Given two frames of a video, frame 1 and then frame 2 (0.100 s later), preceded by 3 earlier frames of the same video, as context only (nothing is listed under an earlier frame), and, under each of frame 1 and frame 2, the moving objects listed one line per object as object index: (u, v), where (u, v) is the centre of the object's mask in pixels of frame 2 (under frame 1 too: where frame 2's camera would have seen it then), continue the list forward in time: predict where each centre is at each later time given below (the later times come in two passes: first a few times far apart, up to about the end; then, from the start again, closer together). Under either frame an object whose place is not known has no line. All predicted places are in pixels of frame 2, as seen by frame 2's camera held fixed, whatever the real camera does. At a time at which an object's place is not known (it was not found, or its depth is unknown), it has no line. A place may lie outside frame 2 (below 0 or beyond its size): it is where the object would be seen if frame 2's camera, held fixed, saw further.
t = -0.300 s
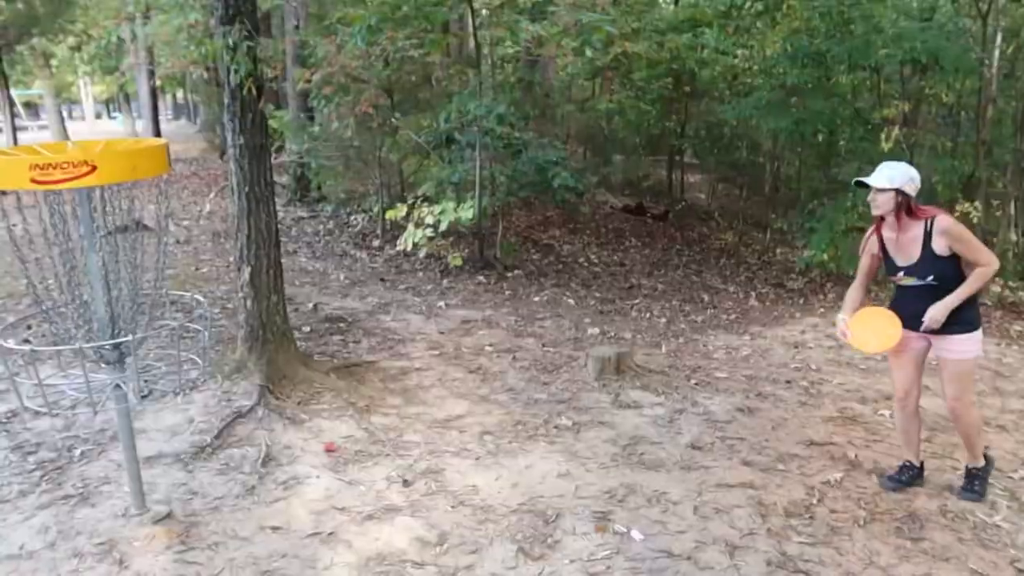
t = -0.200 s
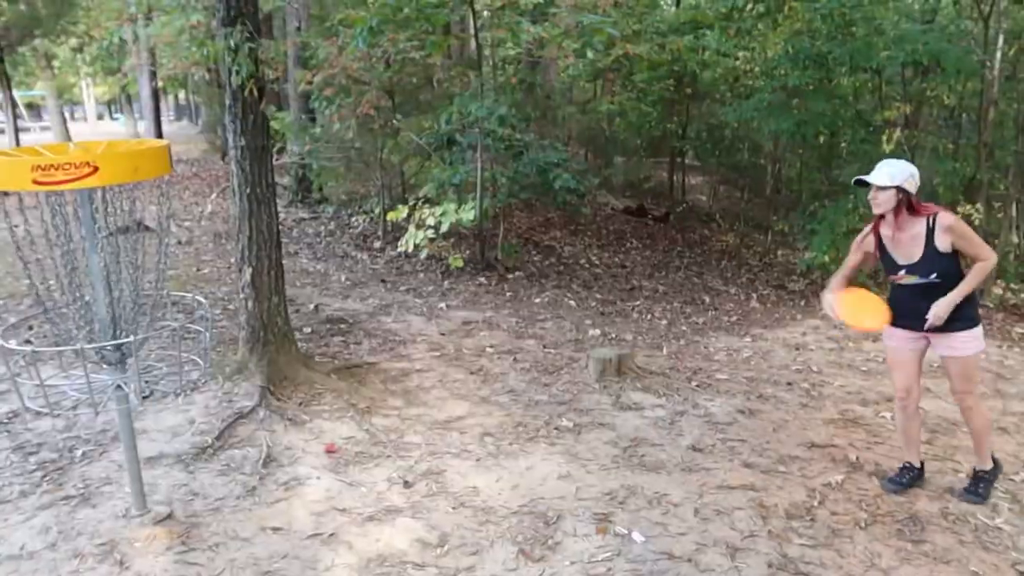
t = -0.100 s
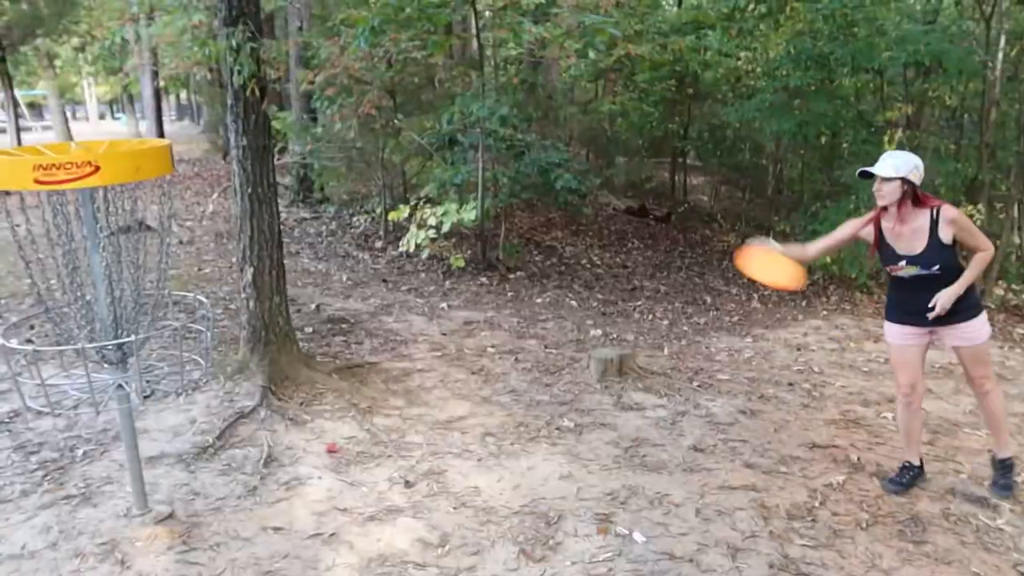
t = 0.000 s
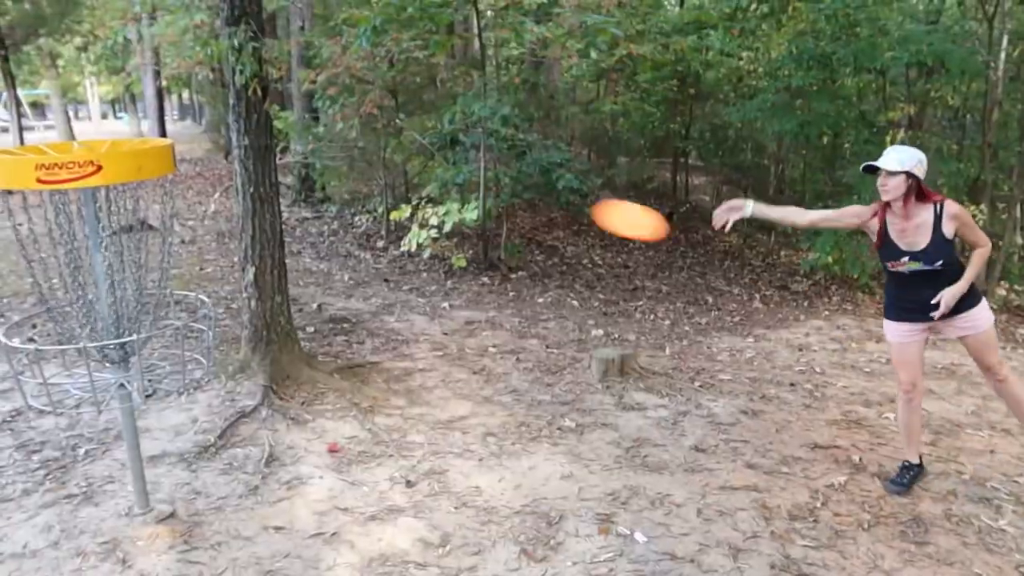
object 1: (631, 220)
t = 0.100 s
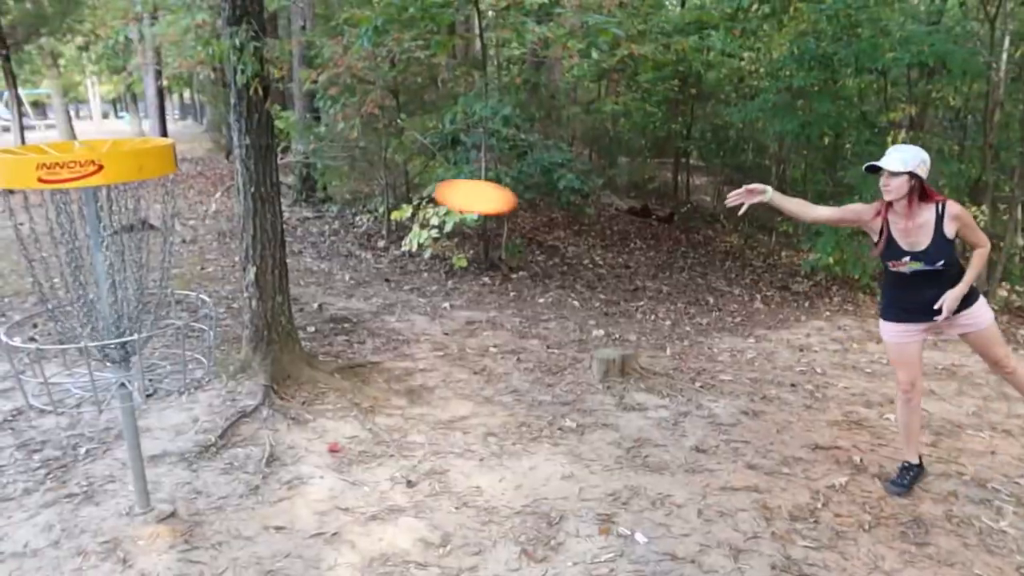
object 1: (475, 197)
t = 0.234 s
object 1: (248, 204)
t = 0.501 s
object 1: (108, 294)
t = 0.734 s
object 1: (121, 329)
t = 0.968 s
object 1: (135, 355)
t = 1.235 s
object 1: (123, 376)
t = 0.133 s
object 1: (419, 195)
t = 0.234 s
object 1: (248, 204)
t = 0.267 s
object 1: (192, 213)
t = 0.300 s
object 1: (163, 221)
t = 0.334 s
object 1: (144, 231)
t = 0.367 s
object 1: (128, 244)
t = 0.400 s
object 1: (118, 259)
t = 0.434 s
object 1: (111, 273)
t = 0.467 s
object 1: (108, 284)
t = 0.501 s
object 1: (108, 294)
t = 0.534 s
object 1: (111, 302)
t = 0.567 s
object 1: (114, 310)
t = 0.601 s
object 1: (116, 315)
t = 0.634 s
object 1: (117, 320)
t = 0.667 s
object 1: (118, 324)
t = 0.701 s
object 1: (120, 327)
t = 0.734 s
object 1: (121, 329)
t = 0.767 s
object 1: (122, 331)
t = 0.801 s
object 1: (123, 334)
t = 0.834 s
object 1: (126, 339)
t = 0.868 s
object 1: (130, 344)
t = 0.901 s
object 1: (134, 352)
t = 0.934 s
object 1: (135, 354)
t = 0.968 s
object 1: (135, 355)
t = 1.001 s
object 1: (134, 356)
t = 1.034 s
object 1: (134, 358)
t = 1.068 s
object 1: (134, 362)
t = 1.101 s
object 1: (132, 365)
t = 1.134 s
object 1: (129, 367)
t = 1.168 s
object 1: (128, 372)
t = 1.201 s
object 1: (125, 374)
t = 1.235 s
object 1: (123, 376)
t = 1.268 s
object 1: (121, 380)
